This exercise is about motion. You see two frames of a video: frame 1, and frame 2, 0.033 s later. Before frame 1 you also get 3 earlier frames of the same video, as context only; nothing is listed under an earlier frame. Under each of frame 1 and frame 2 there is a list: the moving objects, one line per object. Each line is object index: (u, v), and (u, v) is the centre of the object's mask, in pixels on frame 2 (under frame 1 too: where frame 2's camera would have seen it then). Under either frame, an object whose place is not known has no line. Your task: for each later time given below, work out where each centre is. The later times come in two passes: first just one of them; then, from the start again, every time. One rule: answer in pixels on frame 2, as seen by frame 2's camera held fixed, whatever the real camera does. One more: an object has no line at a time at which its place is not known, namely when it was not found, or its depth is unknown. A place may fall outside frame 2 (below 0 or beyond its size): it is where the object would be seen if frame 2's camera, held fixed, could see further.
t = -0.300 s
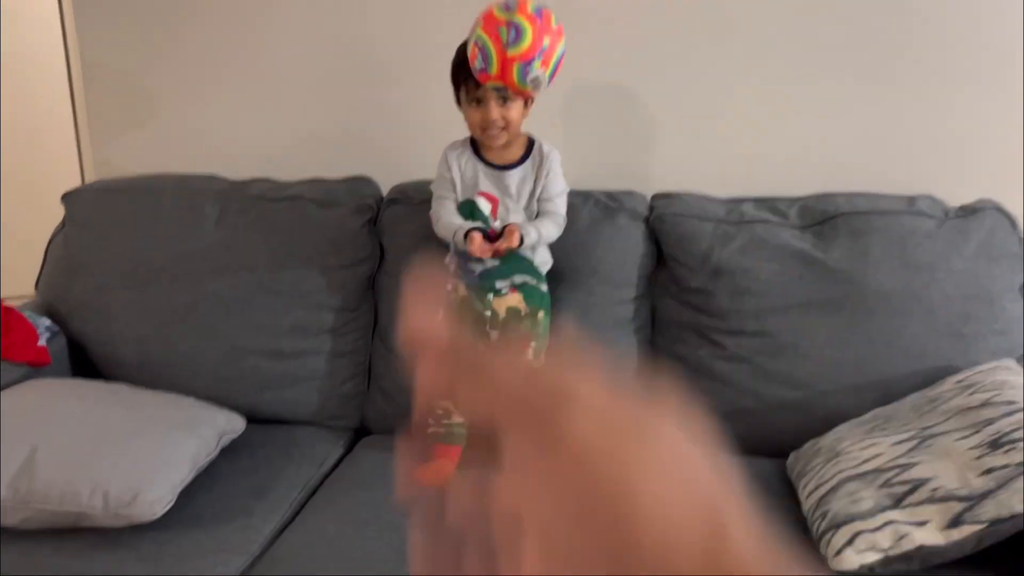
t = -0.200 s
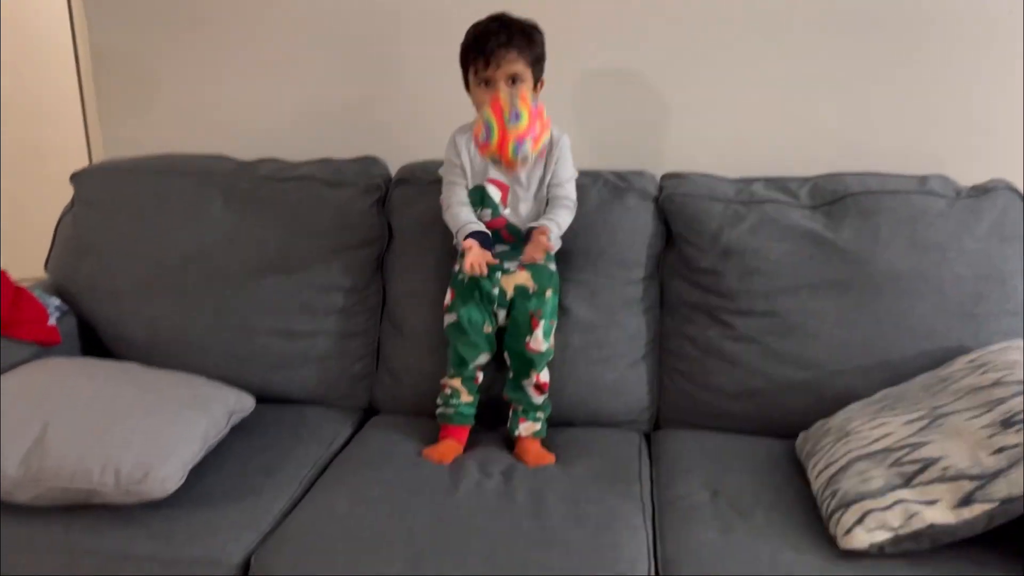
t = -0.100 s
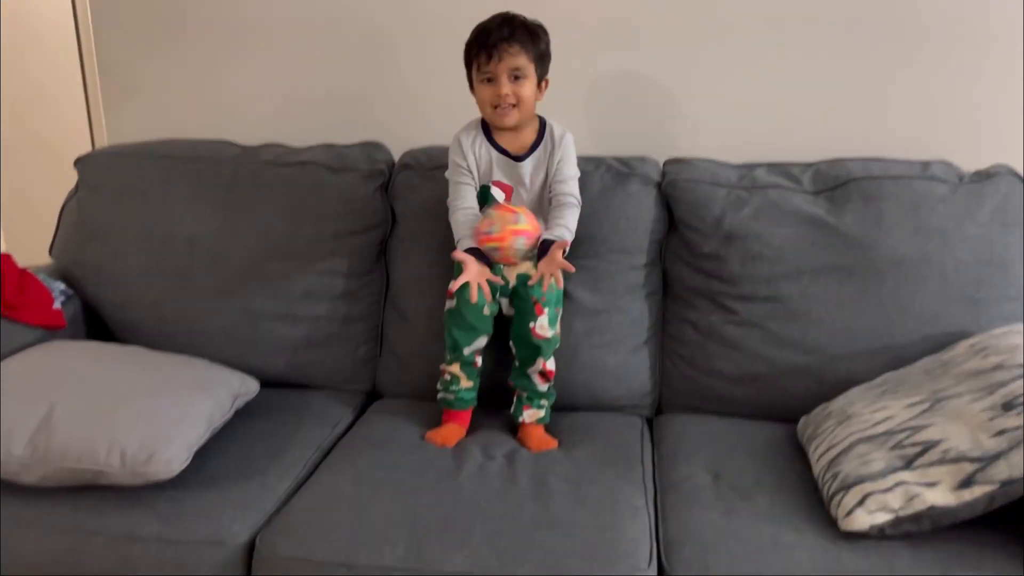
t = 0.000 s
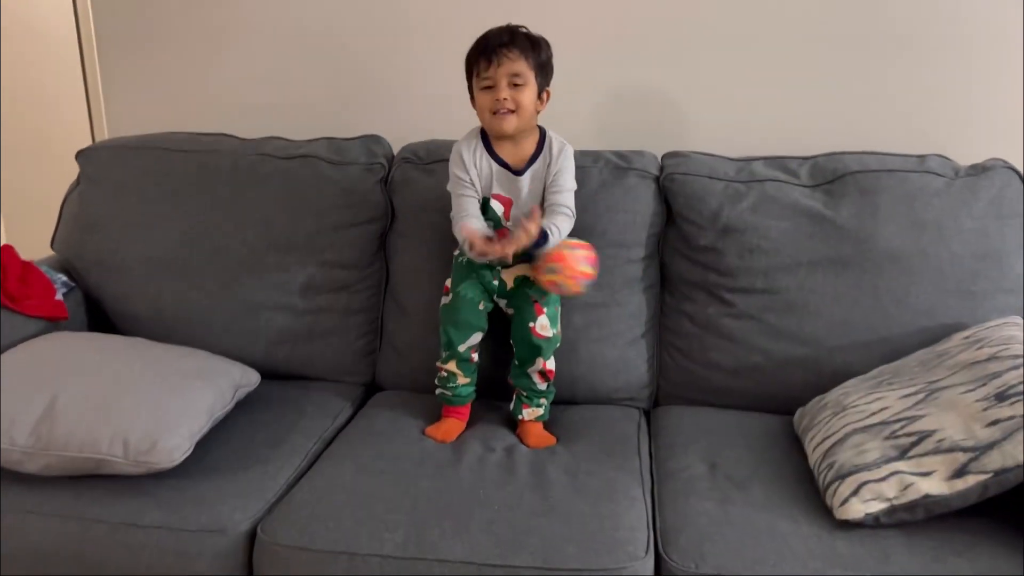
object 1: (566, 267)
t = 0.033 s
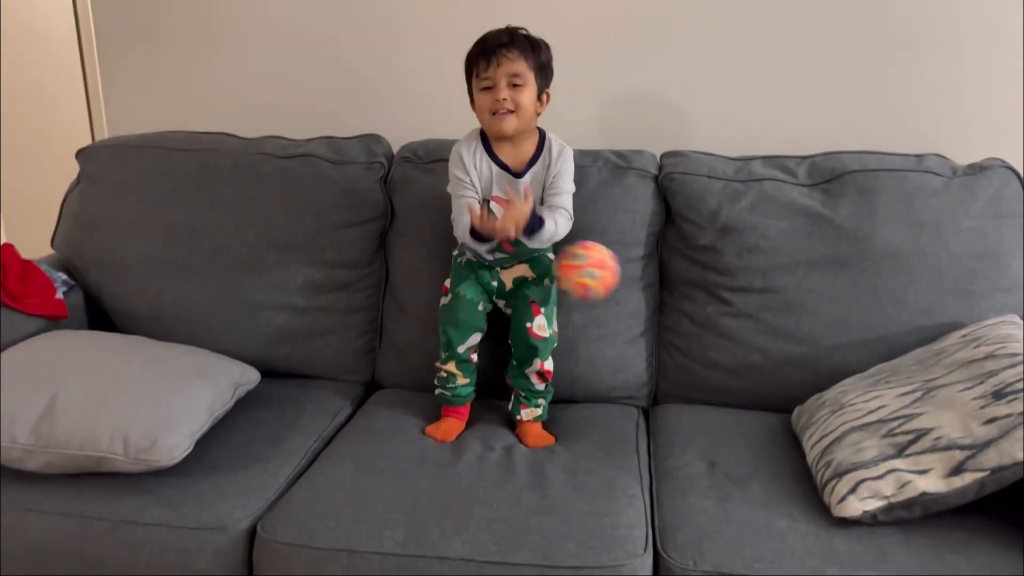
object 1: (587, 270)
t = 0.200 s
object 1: (696, 381)
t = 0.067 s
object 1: (609, 282)
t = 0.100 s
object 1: (632, 299)
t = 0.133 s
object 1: (654, 322)
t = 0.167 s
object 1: (676, 349)
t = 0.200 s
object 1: (696, 381)
